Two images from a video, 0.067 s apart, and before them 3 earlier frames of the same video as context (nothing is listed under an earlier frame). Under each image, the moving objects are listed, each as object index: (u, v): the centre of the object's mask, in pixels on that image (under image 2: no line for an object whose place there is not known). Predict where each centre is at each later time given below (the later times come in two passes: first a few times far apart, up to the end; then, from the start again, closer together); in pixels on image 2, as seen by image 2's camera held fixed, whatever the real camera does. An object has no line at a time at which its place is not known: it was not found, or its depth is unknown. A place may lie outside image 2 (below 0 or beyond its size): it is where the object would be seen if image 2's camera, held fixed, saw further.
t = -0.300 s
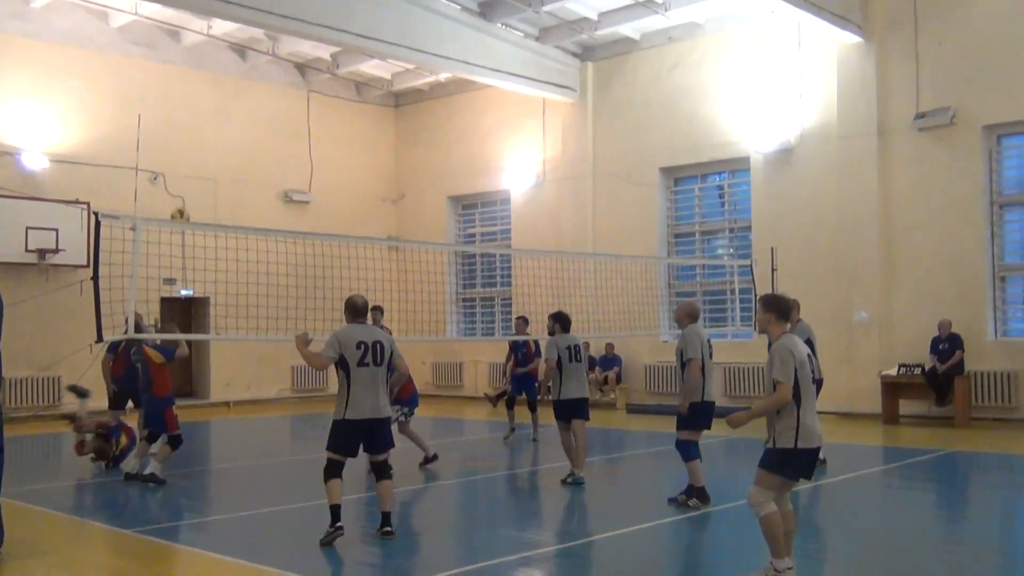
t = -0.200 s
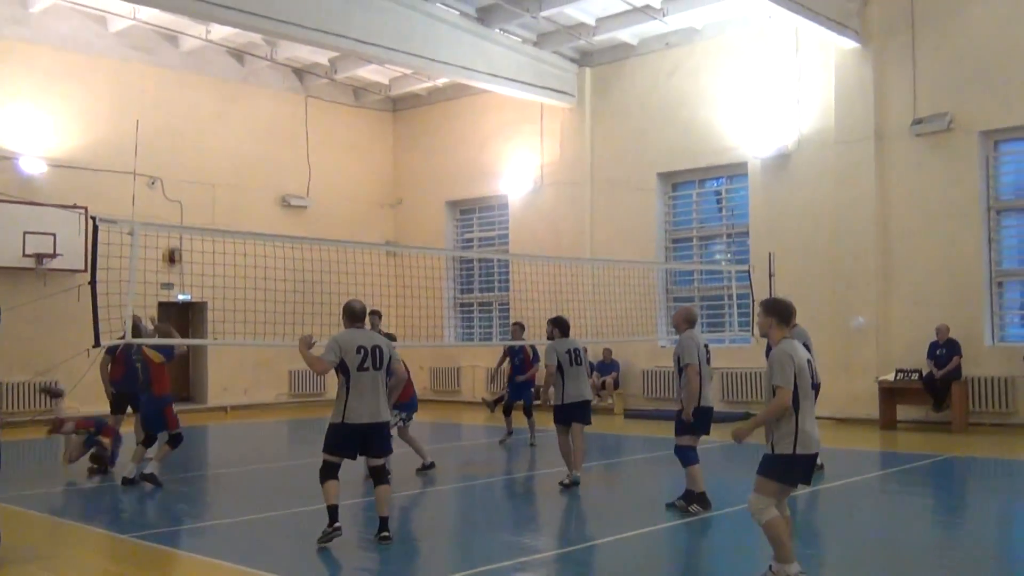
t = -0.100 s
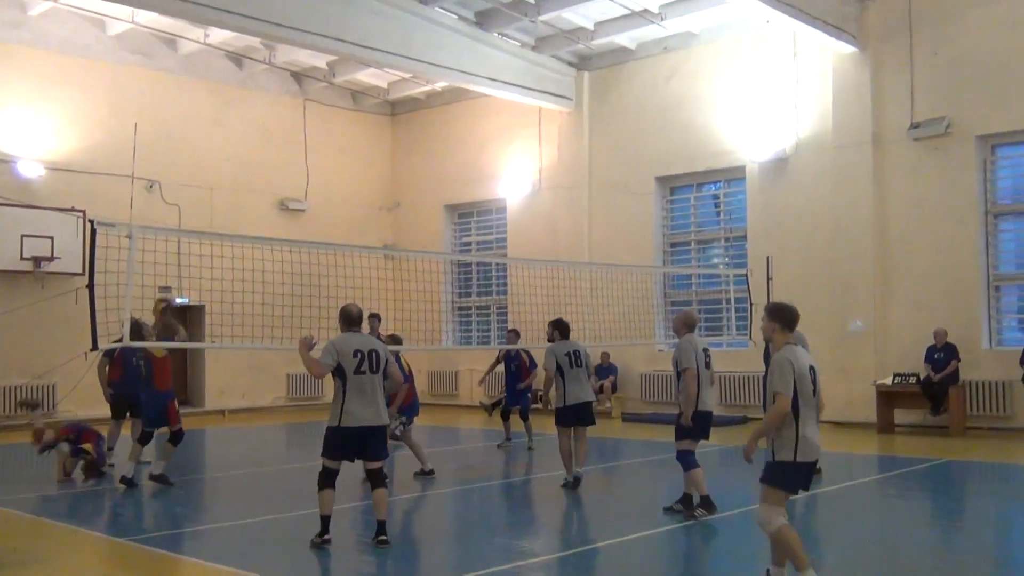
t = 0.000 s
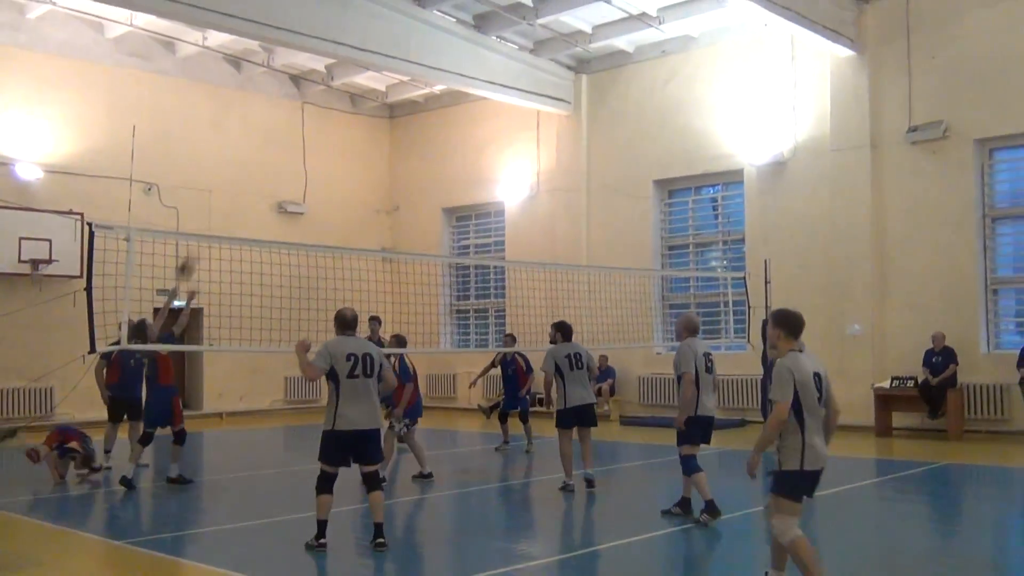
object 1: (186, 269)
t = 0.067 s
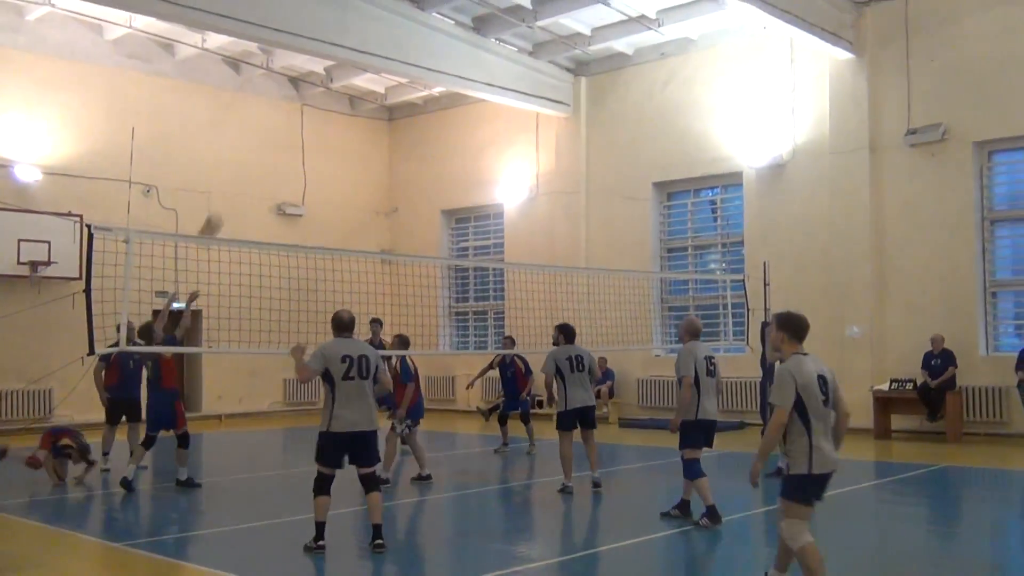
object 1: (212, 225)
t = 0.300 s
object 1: (289, 126)
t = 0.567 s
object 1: (372, 72)
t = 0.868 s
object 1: (458, 84)
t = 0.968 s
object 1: (485, 103)
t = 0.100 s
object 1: (222, 210)
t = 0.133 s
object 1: (235, 191)
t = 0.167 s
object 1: (246, 177)
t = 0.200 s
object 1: (256, 164)
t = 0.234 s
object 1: (269, 148)
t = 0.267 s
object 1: (279, 137)
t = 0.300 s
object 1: (289, 126)
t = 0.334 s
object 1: (302, 114)
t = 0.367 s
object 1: (311, 106)
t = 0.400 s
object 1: (321, 99)
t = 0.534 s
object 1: (363, 75)
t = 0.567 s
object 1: (372, 72)
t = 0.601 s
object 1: (382, 69)
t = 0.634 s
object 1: (392, 67)
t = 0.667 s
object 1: (402, 67)
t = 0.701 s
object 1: (411, 67)
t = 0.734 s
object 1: (421, 69)
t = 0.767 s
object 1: (430, 71)
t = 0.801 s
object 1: (439, 74)
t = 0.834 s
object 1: (449, 79)
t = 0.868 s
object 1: (458, 84)
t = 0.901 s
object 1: (467, 89)
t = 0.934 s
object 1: (476, 96)
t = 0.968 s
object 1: (485, 103)
